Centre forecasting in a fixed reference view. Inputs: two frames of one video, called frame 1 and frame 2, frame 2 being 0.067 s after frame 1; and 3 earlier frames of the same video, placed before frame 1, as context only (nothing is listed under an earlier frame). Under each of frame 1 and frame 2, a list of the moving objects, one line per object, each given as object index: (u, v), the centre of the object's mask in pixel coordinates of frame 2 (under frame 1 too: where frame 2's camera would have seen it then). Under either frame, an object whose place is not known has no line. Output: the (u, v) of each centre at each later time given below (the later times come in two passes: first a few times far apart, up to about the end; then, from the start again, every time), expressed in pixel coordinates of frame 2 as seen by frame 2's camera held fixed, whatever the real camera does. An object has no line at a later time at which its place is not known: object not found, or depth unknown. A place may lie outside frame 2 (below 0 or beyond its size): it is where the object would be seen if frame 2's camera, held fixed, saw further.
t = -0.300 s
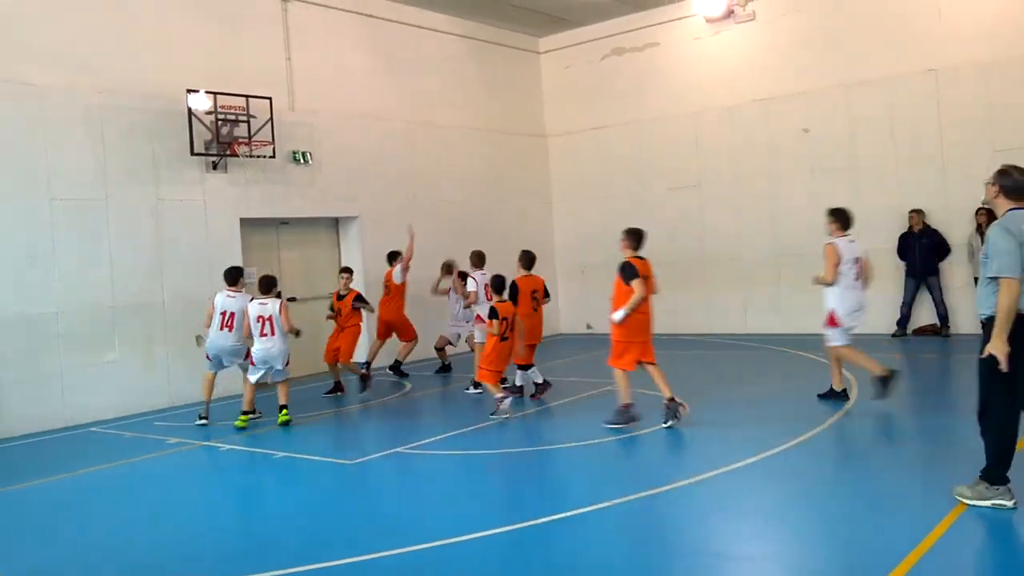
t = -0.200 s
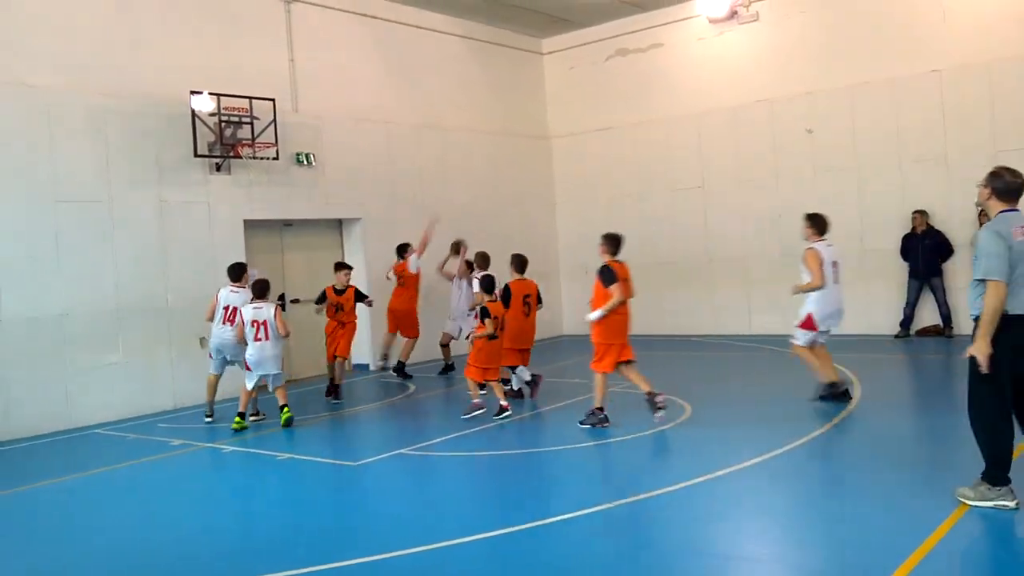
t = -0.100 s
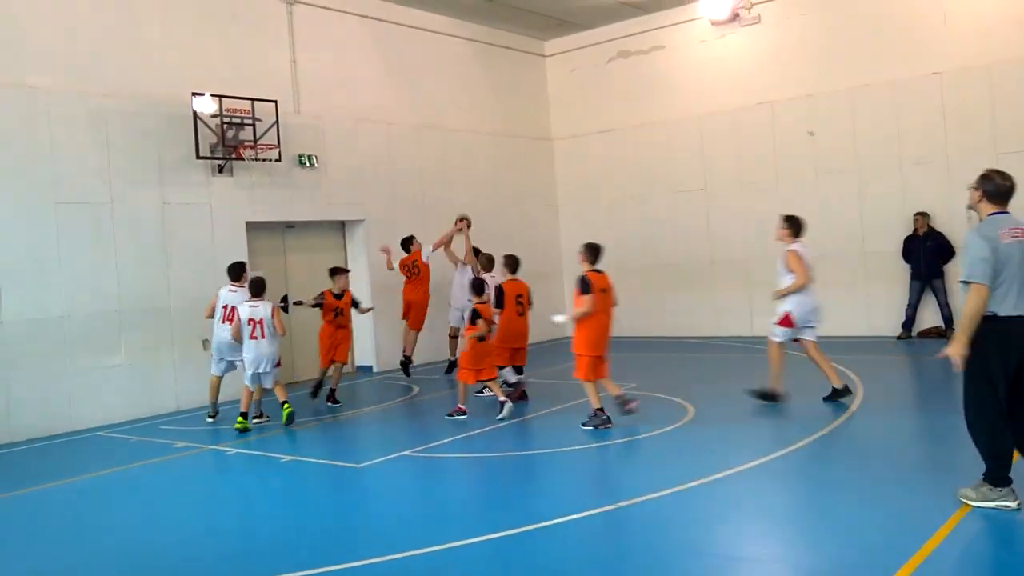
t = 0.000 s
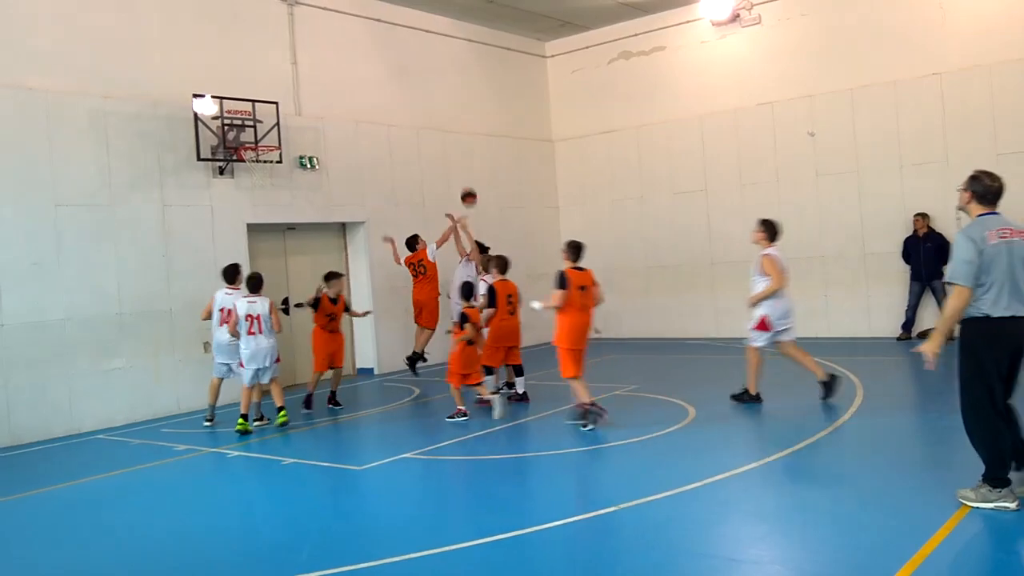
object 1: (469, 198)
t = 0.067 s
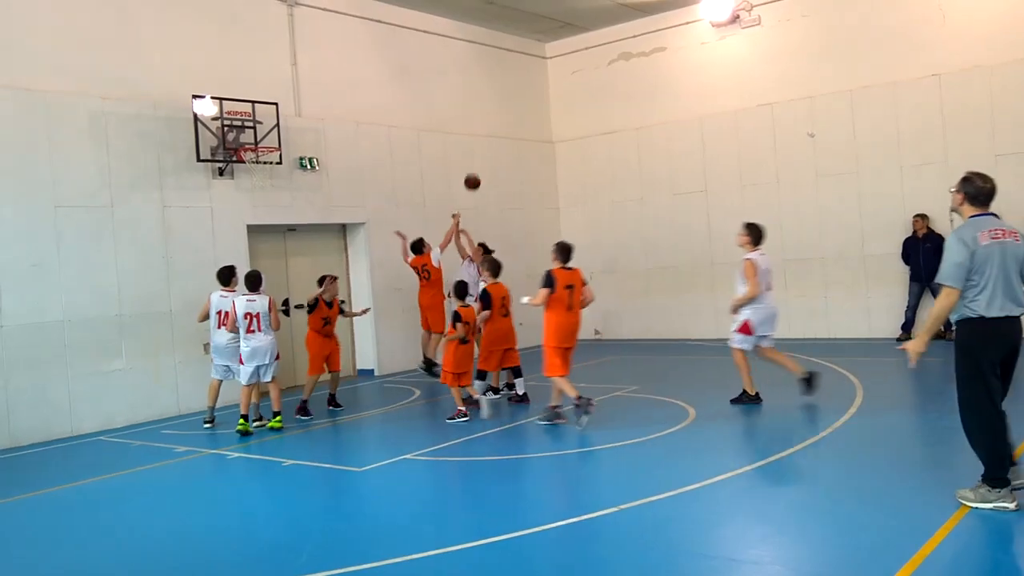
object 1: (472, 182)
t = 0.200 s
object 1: (479, 160)
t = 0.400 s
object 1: (492, 152)
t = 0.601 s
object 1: (507, 172)
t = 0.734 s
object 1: (517, 201)
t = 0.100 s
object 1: (474, 175)
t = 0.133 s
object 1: (476, 169)
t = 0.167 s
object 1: (478, 164)
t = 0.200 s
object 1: (479, 160)
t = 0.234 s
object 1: (481, 157)
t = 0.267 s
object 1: (483, 154)
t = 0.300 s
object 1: (485, 152)
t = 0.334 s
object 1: (488, 151)
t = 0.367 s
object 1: (490, 151)
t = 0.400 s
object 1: (492, 152)
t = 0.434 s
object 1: (495, 153)
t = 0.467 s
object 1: (497, 155)
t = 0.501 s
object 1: (499, 158)
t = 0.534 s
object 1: (502, 162)
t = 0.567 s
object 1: (504, 166)
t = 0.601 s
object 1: (507, 172)
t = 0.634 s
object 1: (510, 178)
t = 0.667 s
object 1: (512, 184)
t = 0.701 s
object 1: (515, 192)
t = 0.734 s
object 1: (517, 201)
